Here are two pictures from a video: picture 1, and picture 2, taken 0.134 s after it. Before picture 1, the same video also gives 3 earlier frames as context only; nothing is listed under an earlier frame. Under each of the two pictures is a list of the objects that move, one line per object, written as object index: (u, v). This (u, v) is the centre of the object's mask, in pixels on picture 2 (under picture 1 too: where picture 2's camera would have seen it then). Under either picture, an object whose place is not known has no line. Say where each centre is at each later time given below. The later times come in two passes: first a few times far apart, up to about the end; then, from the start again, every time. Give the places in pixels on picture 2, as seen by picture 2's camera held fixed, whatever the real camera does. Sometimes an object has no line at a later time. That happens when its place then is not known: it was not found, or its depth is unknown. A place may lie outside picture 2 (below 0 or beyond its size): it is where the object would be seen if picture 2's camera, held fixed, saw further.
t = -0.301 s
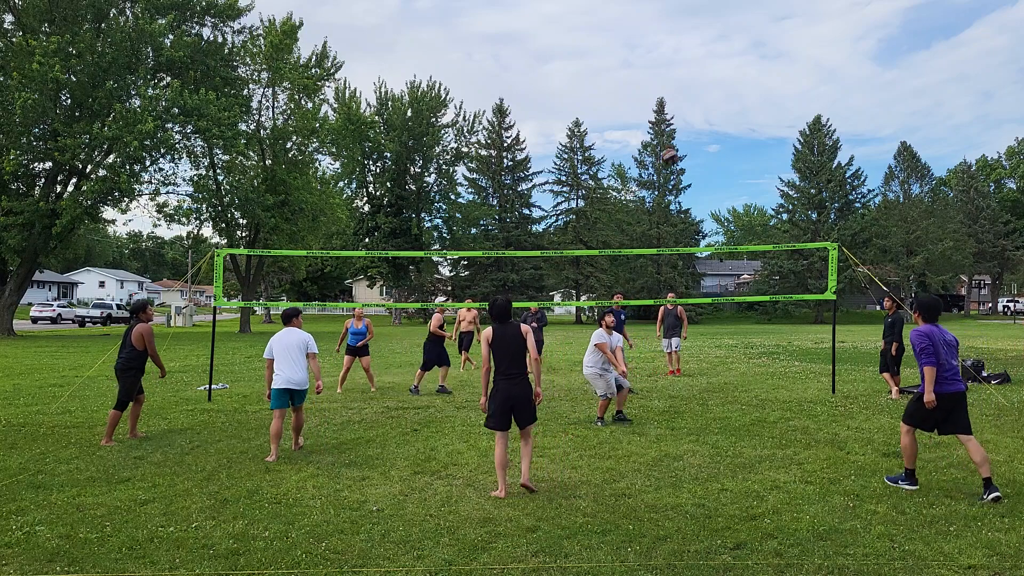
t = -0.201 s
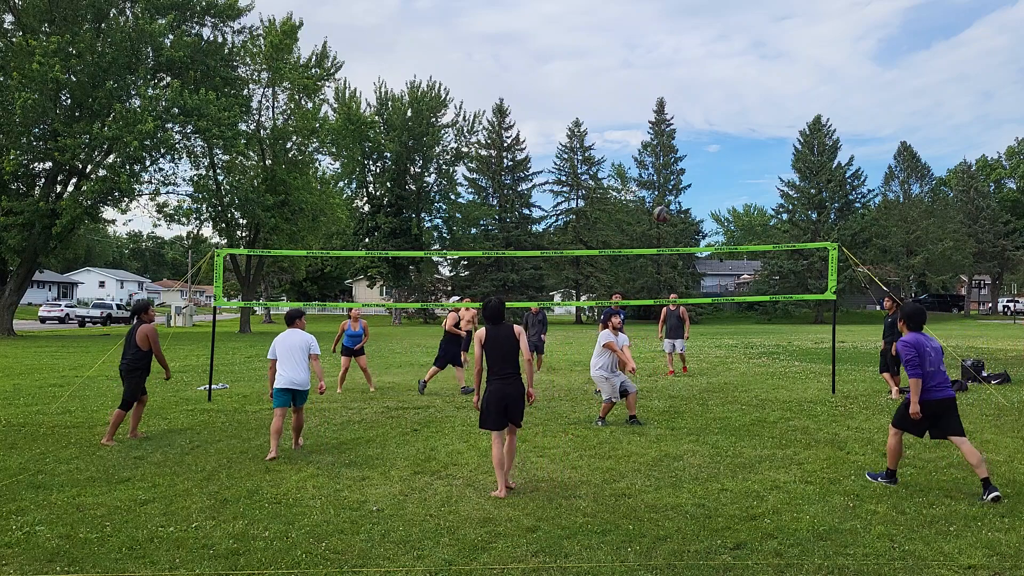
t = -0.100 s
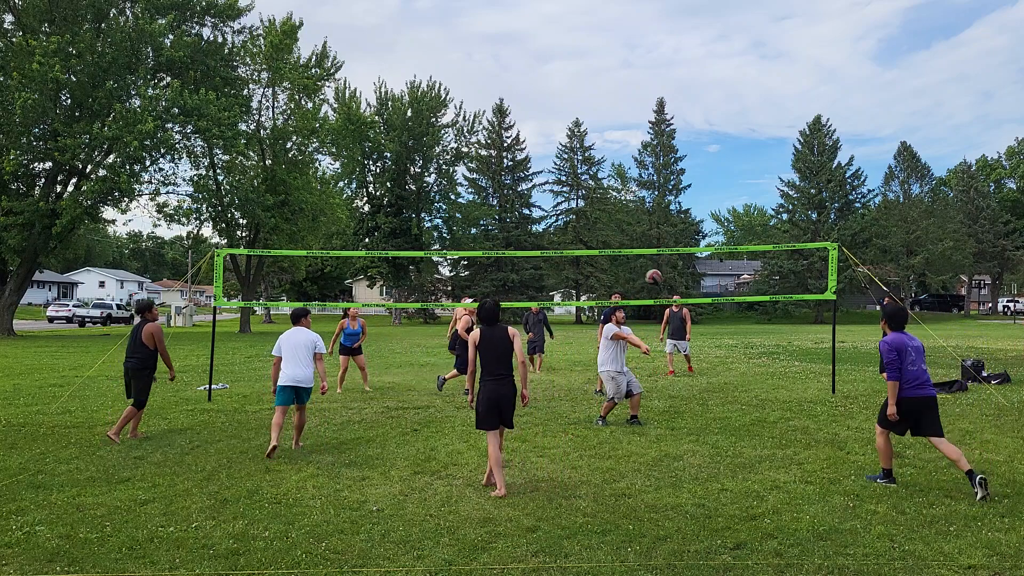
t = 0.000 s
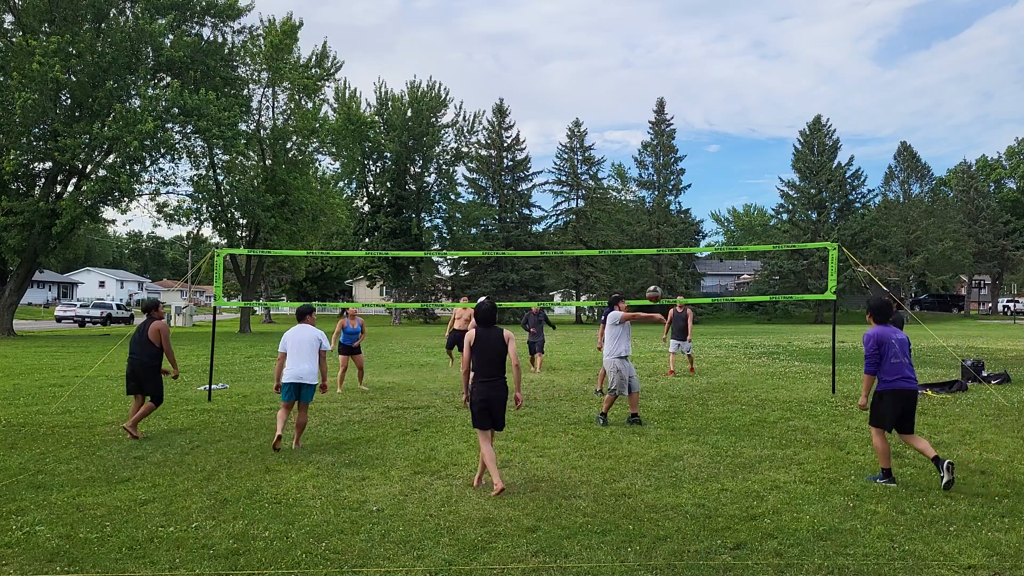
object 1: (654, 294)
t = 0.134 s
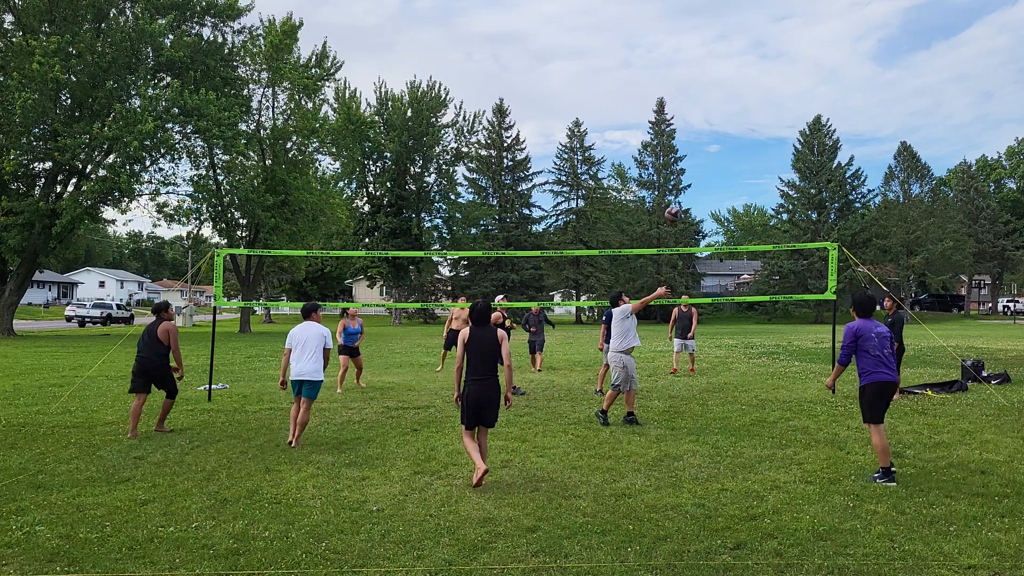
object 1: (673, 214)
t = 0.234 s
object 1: (686, 166)
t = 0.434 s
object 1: (713, 95)
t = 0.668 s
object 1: (743, 53)
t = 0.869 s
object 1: (767, 51)
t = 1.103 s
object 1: (793, 85)
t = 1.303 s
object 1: (814, 143)
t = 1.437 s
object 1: (828, 197)
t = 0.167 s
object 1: (677, 197)
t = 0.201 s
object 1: (682, 181)
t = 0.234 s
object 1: (686, 166)
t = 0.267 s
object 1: (691, 152)
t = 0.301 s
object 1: (696, 139)
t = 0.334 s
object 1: (700, 126)
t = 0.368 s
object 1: (705, 115)
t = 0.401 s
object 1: (709, 104)
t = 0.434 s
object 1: (713, 95)
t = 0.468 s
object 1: (717, 86)
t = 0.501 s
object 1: (722, 79)
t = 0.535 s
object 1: (726, 72)
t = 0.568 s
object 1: (730, 66)
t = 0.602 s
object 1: (734, 61)
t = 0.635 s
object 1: (739, 57)
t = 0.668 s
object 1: (743, 53)
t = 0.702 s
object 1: (747, 51)
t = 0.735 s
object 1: (751, 49)
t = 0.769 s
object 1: (755, 48)
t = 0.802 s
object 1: (759, 48)
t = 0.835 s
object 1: (763, 49)
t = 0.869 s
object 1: (767, 51)
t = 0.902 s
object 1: (771, 54)
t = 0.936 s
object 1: (774, 57)
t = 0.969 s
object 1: (778, 61)
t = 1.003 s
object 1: (782, 66)
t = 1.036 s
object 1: (786, 71)
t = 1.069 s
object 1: (790, 78)
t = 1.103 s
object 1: (793, 85)
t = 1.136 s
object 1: (797, 93)
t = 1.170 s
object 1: (801, 102)
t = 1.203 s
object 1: (804, 111)
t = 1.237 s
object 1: (807, 121)
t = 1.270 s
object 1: (810, 131)
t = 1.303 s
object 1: (814, 143)
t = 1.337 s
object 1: (818, 156)
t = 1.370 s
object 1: (821, 169)
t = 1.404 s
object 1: (824, 183)
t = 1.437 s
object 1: (828, 197)
